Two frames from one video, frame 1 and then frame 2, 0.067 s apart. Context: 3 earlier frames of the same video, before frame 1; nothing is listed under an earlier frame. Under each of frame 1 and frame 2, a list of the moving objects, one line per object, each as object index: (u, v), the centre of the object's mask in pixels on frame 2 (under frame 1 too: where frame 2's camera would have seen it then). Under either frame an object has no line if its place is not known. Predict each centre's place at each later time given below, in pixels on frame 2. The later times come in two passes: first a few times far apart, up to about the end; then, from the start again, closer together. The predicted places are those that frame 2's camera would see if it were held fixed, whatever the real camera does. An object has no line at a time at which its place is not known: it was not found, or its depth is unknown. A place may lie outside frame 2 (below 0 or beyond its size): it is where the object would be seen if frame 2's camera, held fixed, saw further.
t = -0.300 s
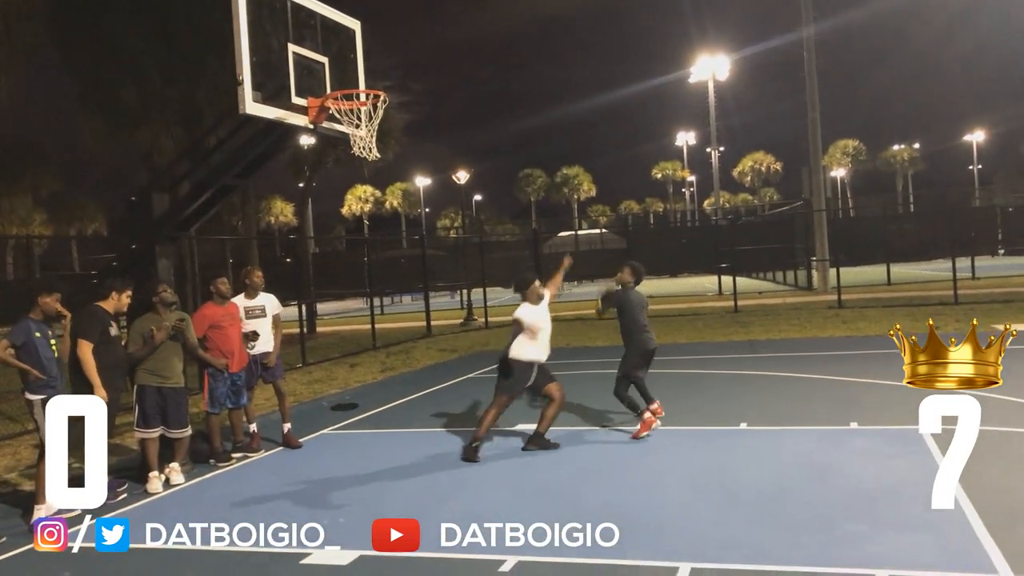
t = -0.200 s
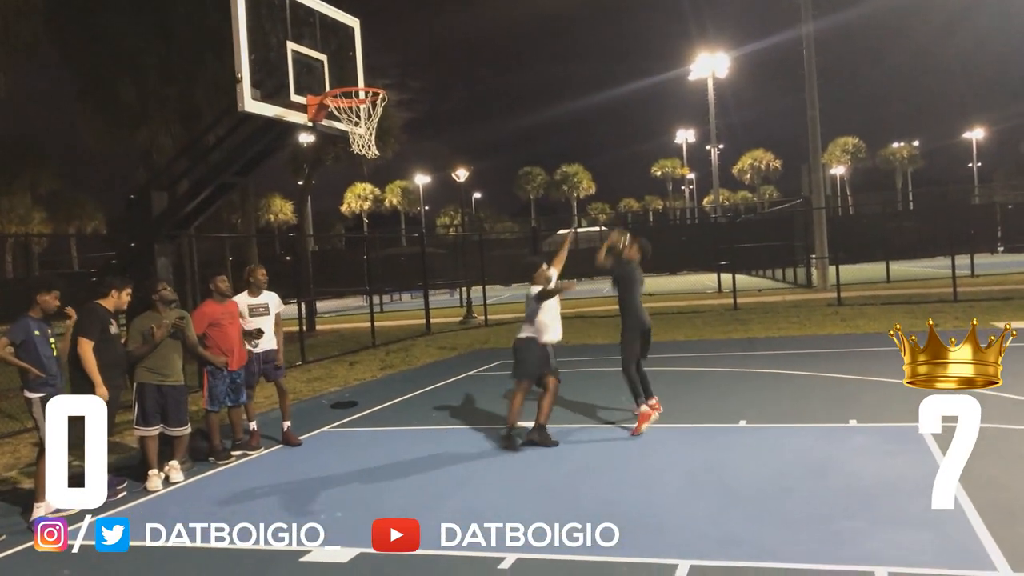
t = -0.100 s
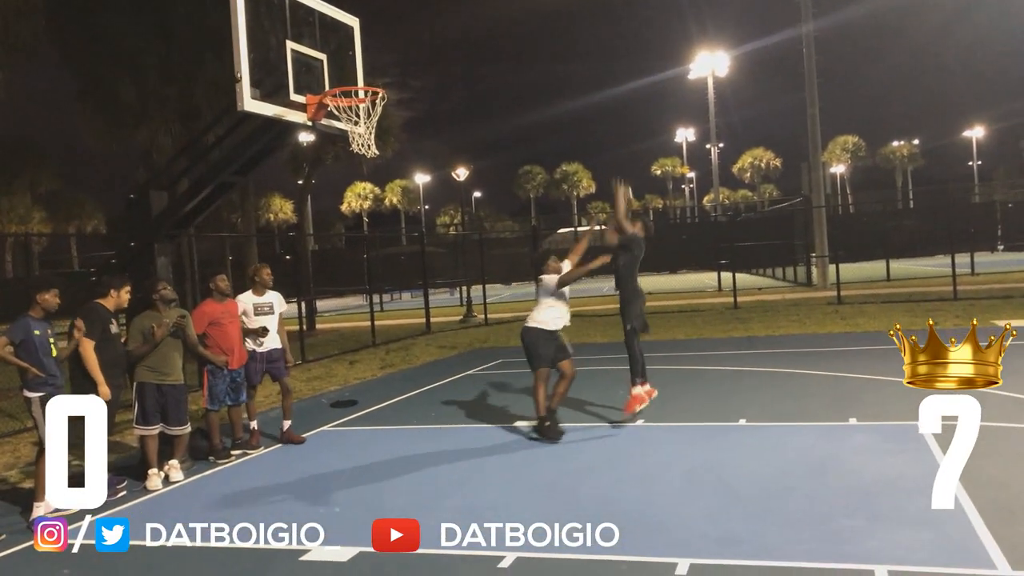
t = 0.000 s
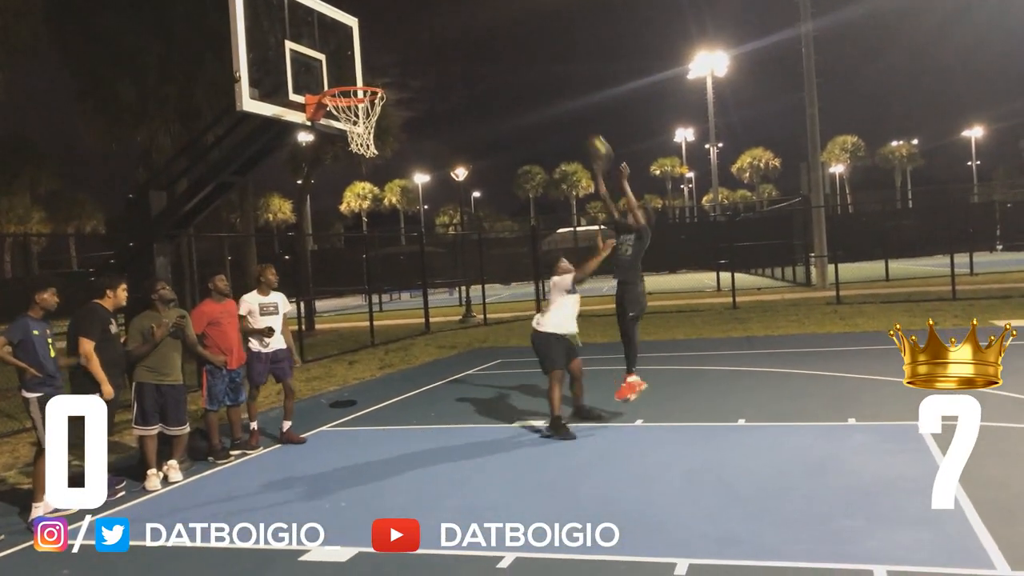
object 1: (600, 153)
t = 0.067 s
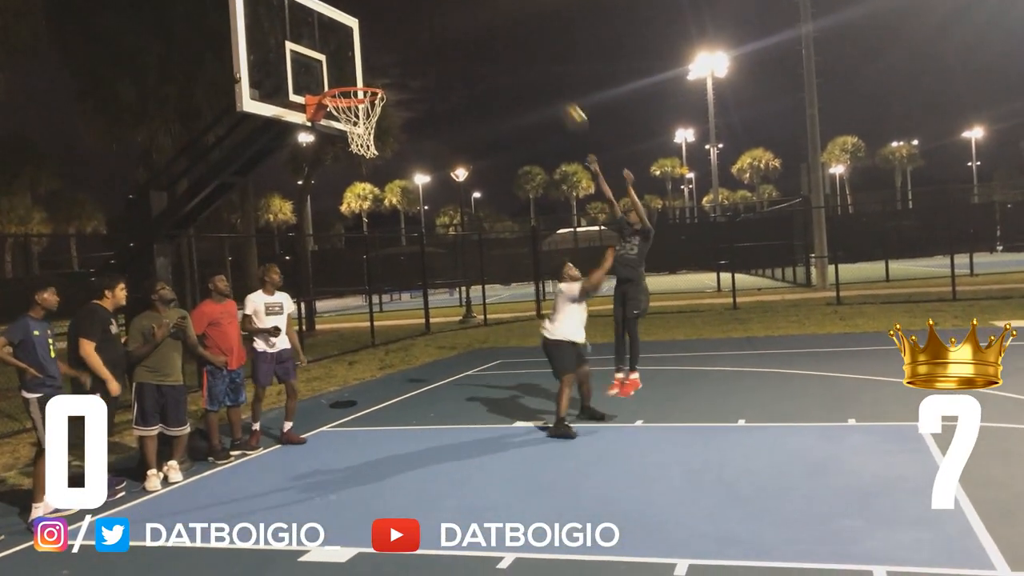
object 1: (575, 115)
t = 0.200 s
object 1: (522, 65)
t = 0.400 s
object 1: (439, 20)
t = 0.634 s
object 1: (337, 19)
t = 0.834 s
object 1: (360, 62)
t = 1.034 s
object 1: (371, 52)
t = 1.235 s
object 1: (381, 64)
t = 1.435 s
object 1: (412, 87)
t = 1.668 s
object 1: (458, 166)
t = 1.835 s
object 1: (495, 264)
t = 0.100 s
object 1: (561, 100)
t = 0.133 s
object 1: (548, 87)
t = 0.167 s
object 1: (535, 75)
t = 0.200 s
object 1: (522, 65)
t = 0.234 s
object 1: (508, 54)
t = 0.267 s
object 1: (495, 45)
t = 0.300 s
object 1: (481, 36)
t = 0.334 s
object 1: (468, 29)
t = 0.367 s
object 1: (453, 24)
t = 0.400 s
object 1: (439, 20)
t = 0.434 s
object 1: (426, 16)
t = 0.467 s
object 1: (411, 14)
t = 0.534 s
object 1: (382, 14)
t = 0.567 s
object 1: (369, 14)
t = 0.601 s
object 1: (356, 19)
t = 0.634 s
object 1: (337, 19)
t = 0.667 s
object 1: (332, 28)
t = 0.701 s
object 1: (336, 28)
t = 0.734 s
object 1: (341, 34)
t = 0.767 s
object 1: (347, 42)
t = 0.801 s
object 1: (357, 52)
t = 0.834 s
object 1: (360, 62)
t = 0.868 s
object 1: (368, 69)
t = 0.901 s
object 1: (369, 72)
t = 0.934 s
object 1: (369, 64)
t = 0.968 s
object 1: (370, 59)
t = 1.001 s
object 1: (370, 55)
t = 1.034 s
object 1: (371, 52)
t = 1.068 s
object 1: (373, 50)
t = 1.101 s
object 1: (374, 51)
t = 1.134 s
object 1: (376, 52)
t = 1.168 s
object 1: (378, 54)
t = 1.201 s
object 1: (380, 57)
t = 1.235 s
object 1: (381, 64)
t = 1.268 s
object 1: (382, 70)
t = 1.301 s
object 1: (387, 74)
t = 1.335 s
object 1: (393, 75)
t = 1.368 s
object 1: (399, 78)
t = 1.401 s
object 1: (406, 82)
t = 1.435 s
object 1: (412, 87)
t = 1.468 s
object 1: (418, 95)
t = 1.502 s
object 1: (424, 103)
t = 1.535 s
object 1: (431, 111)
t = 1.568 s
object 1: (438, 123)
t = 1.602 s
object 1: (444, 136)
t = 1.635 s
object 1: (451, 150)
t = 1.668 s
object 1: (458, 166)
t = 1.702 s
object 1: (466, 180)
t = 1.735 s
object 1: (474, 202)
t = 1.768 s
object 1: (481, 221)
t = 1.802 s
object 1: (487, 242)
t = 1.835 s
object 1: (495, 264)
